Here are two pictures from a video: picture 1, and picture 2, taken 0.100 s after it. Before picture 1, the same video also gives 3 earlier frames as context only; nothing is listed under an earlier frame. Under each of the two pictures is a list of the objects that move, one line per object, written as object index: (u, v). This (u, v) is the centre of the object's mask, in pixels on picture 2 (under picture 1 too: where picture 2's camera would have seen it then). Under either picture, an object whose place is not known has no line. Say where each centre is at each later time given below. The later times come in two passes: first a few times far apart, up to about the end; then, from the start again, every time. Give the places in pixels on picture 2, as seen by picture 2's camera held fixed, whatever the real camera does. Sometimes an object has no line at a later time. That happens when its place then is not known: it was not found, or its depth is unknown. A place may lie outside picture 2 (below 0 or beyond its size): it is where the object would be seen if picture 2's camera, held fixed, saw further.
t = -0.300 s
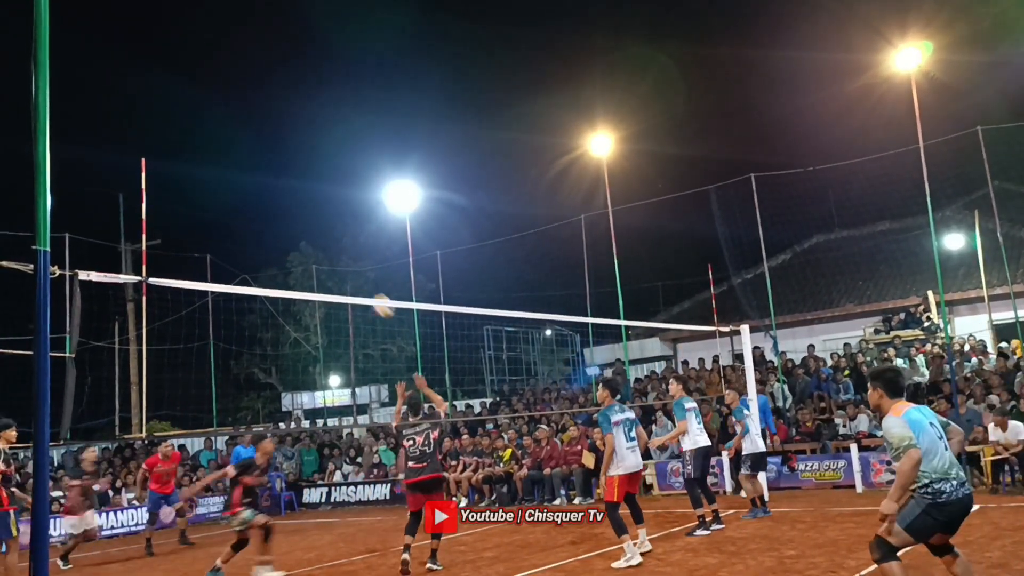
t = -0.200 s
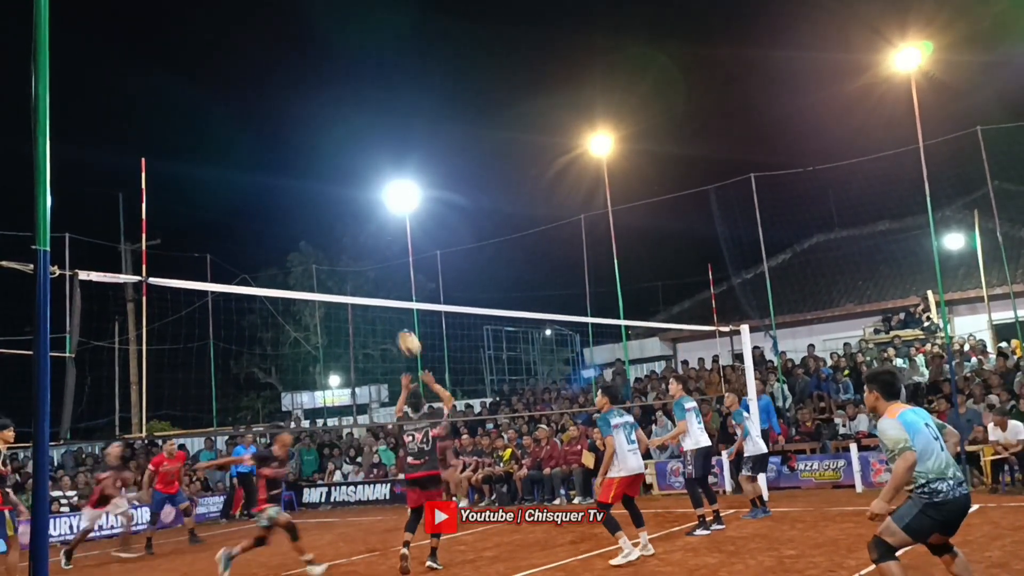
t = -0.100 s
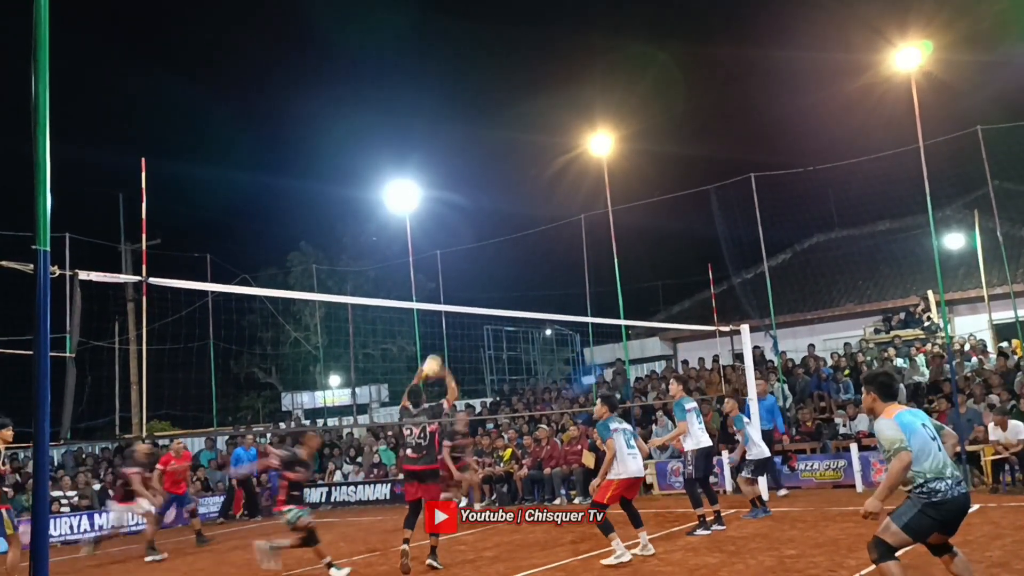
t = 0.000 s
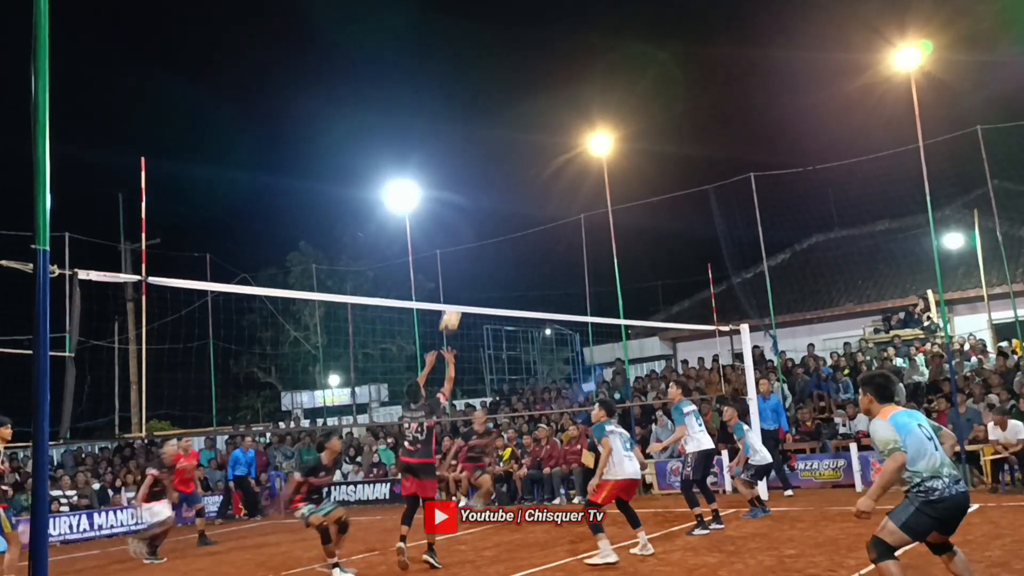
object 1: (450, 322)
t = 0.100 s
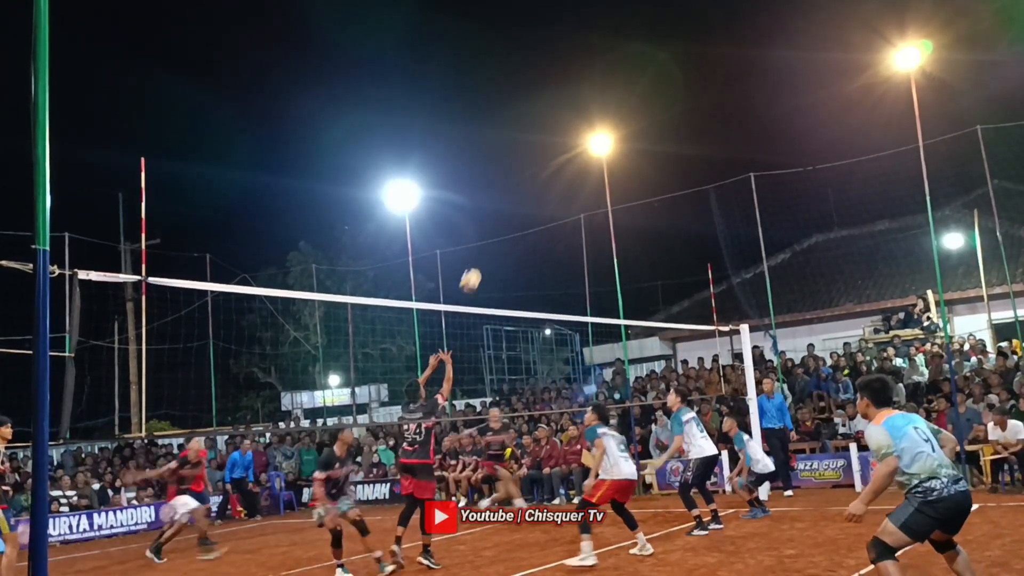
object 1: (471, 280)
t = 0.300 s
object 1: (508, 235)
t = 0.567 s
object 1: (556, 229)
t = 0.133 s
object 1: (476, 271)
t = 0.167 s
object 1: (483, 261)
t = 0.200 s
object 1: (490, 253)
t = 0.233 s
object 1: (496, 246)
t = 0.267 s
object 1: (502, 241)
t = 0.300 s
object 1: (508, 235)
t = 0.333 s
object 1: (515, 232)
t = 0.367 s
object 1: (520, 229)
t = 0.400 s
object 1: (527, 227)
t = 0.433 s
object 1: (533, 225)
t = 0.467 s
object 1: (538, 225)
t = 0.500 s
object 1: (544, 226)
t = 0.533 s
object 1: (550, 227)
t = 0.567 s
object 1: (556, 229)
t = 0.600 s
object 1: (562, 233)
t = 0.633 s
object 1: (568, 236)
